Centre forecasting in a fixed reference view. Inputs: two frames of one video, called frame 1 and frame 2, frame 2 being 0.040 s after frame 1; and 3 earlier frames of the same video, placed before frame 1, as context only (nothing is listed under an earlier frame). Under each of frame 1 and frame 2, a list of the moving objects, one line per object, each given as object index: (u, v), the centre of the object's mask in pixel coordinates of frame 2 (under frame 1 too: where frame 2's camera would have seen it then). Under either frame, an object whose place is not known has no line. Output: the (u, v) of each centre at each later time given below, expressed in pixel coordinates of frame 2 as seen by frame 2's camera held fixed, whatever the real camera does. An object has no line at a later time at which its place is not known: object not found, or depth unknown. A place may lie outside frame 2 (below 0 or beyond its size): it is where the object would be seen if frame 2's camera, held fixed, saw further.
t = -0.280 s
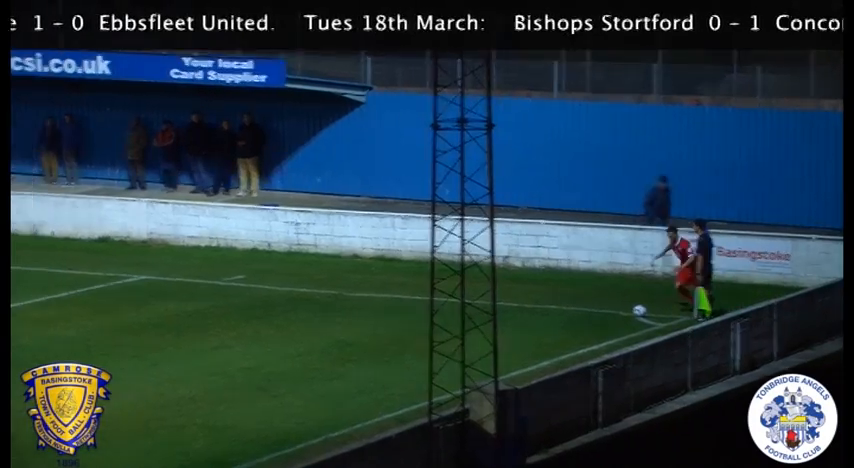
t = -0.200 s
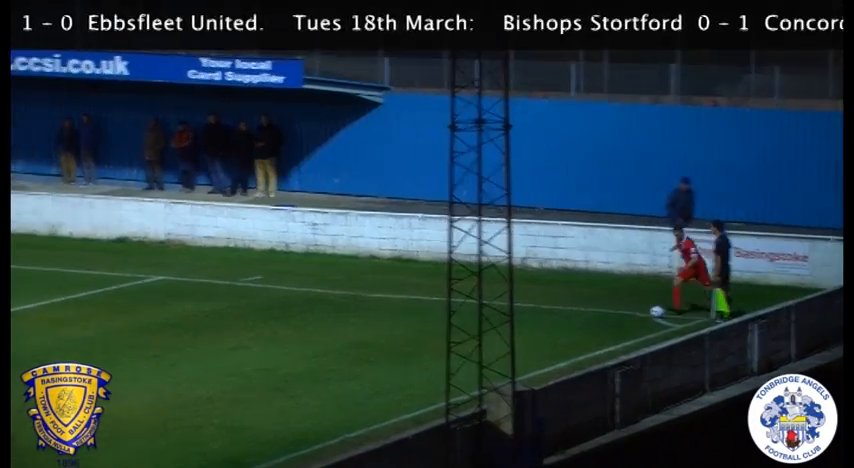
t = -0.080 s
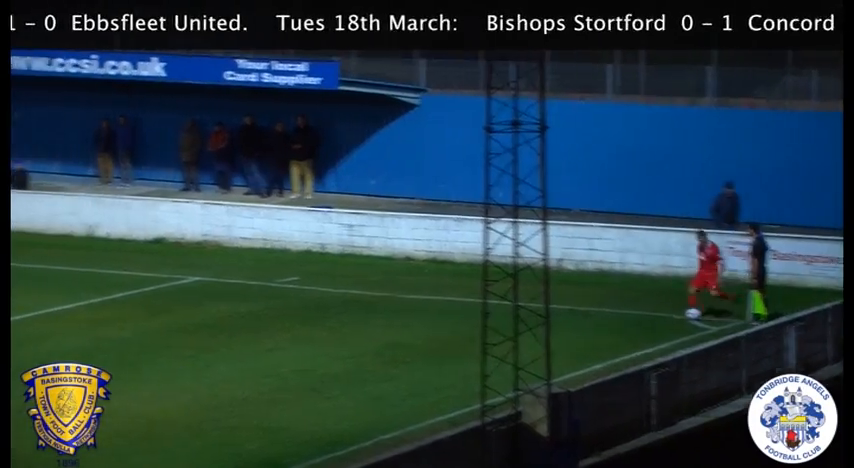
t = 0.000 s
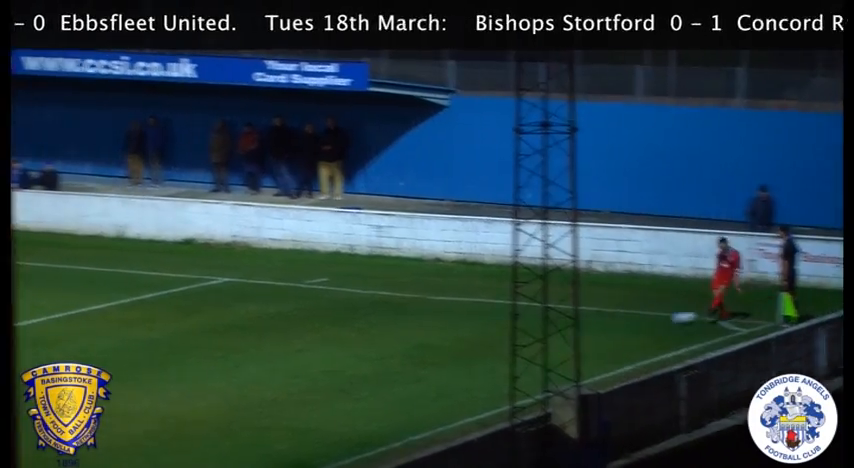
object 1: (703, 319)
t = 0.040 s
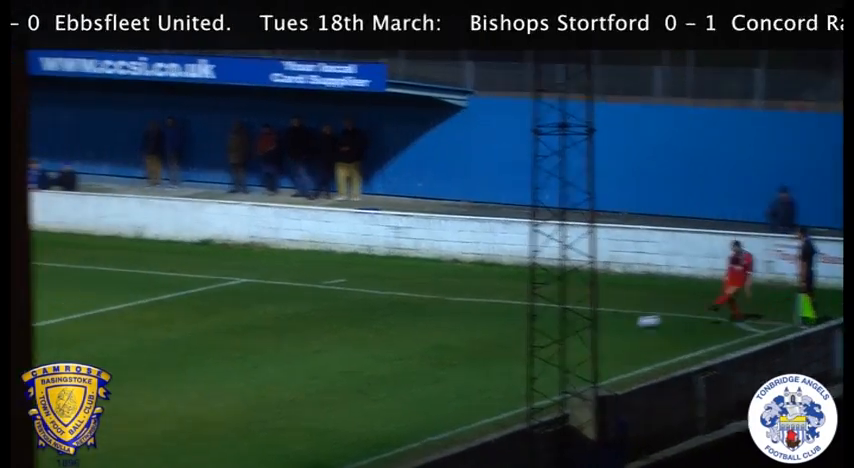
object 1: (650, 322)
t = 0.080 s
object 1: (597, 324)
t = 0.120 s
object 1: (546, 327)
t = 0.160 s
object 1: (494, 330)
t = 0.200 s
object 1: (444, 332)
